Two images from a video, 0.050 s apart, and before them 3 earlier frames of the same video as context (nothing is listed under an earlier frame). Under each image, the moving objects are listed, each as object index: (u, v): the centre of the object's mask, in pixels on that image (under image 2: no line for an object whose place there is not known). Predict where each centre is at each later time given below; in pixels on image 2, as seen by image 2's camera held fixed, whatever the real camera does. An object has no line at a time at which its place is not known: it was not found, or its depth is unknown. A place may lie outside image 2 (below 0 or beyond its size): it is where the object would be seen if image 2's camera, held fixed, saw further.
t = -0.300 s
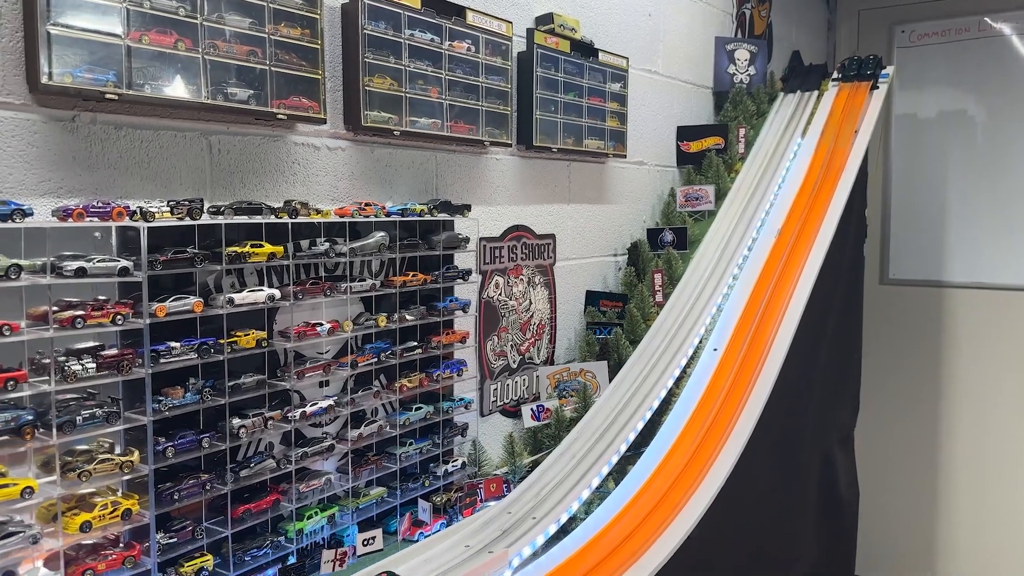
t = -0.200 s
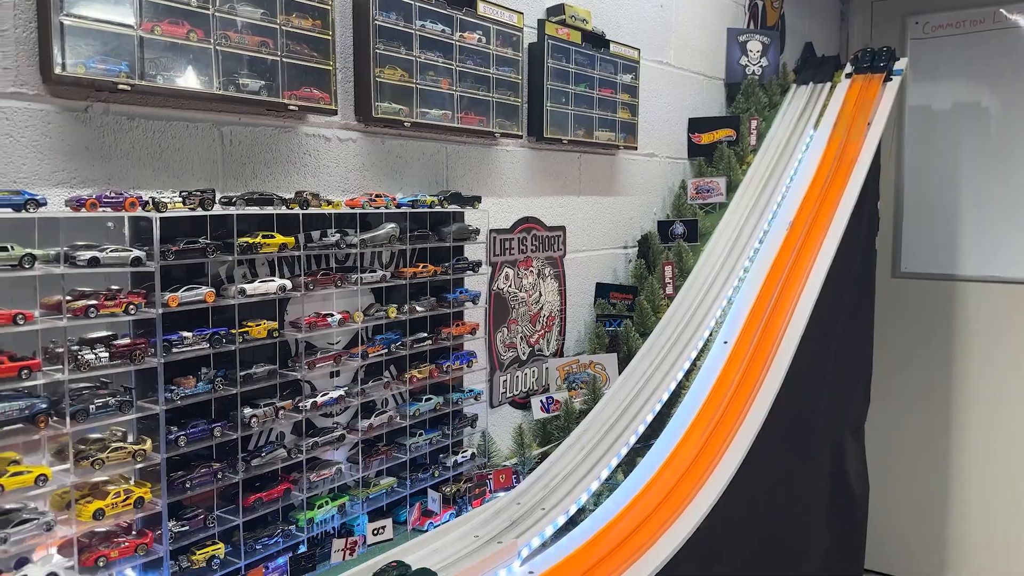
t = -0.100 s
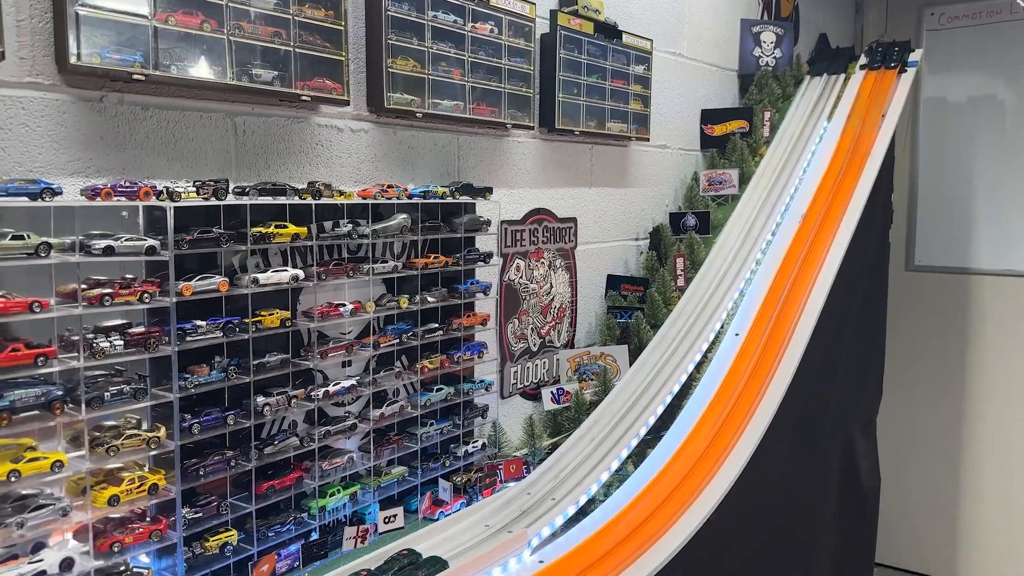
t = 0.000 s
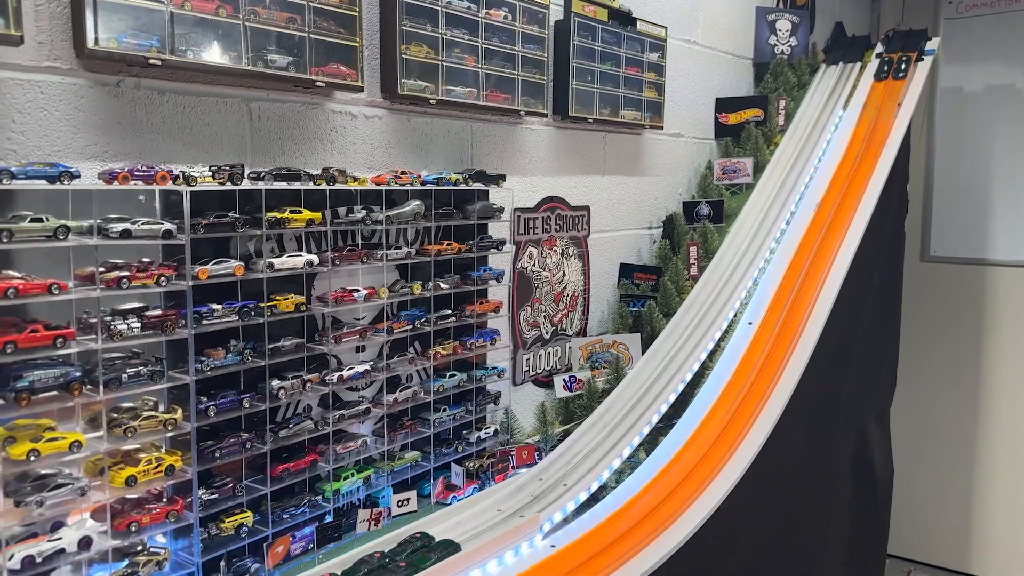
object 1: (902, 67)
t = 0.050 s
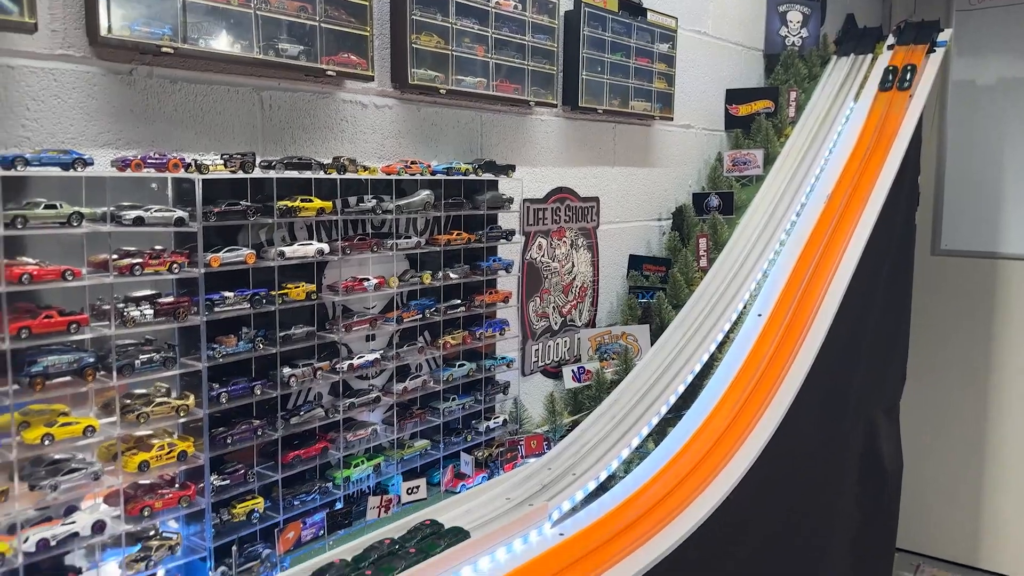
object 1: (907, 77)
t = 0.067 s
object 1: (904, 85)
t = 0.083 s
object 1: (900, 93)
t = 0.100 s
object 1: (897, 102)
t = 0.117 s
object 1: (893, 111)
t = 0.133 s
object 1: (889, 121)
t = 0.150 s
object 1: (885, 132)
